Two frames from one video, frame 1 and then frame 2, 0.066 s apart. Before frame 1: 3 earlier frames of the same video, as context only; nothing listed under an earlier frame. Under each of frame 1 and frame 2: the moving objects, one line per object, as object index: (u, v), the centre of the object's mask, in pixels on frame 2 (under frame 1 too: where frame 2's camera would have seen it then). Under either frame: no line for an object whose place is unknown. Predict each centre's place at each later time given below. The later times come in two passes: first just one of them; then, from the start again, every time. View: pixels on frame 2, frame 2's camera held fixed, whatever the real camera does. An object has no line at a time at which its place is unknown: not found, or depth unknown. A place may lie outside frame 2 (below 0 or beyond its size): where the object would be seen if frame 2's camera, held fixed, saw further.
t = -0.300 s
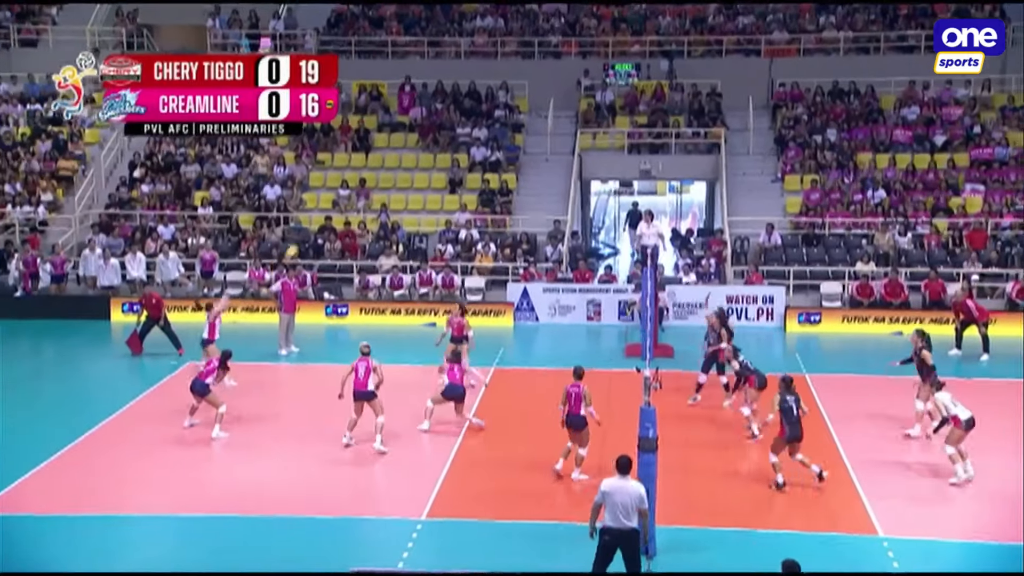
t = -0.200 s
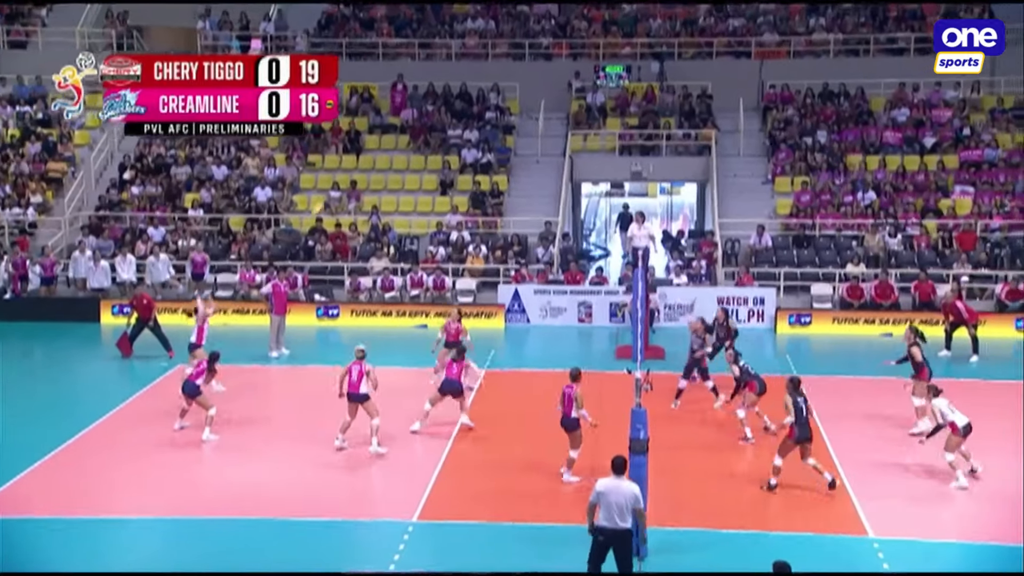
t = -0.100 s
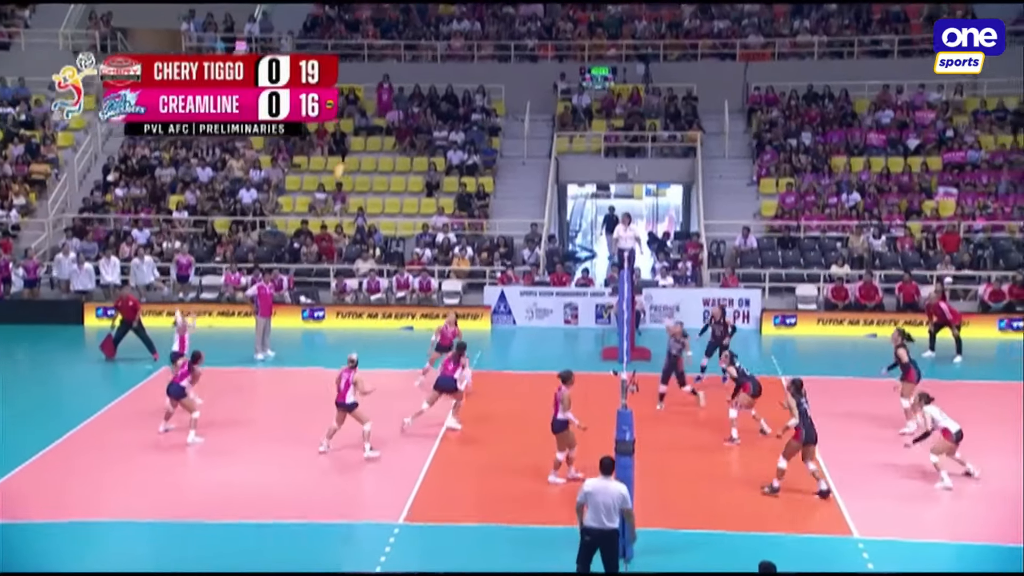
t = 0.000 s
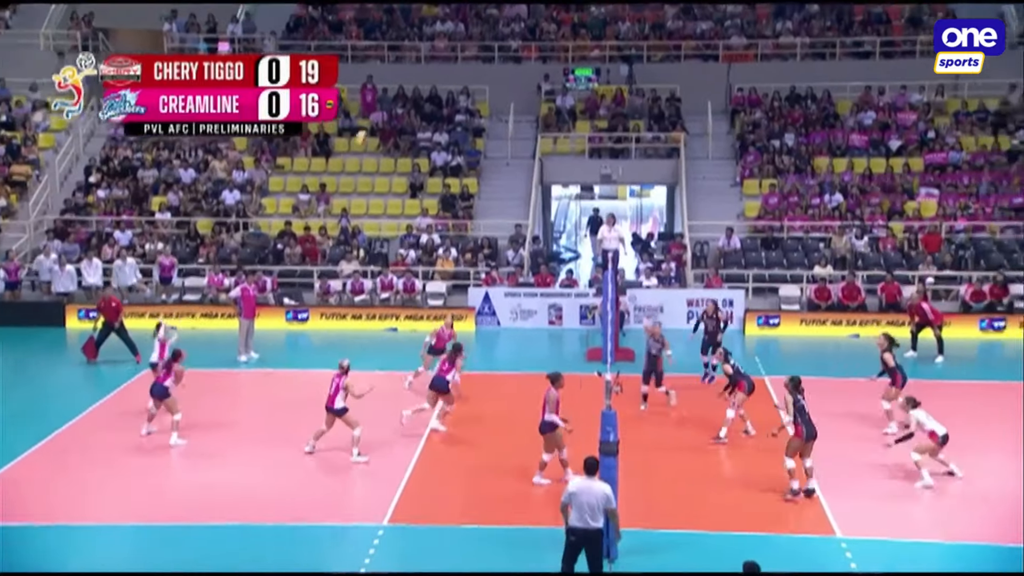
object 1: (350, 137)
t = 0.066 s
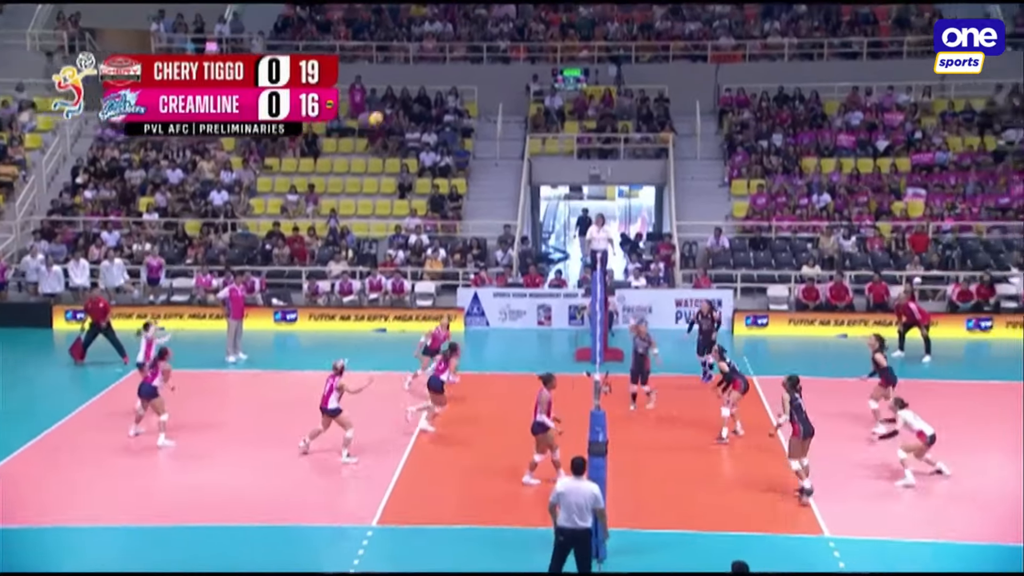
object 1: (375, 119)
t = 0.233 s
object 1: (439, 79)
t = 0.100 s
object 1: (388, 110)
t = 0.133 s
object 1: (401, 101)
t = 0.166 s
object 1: (414, 93)
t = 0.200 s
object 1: (426, 85)
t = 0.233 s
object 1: (439, 79)
